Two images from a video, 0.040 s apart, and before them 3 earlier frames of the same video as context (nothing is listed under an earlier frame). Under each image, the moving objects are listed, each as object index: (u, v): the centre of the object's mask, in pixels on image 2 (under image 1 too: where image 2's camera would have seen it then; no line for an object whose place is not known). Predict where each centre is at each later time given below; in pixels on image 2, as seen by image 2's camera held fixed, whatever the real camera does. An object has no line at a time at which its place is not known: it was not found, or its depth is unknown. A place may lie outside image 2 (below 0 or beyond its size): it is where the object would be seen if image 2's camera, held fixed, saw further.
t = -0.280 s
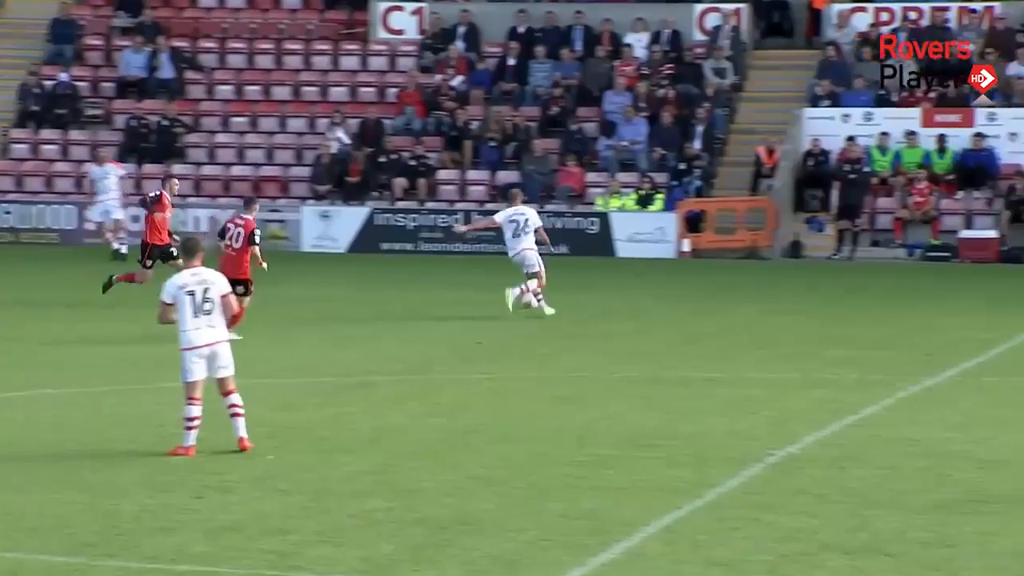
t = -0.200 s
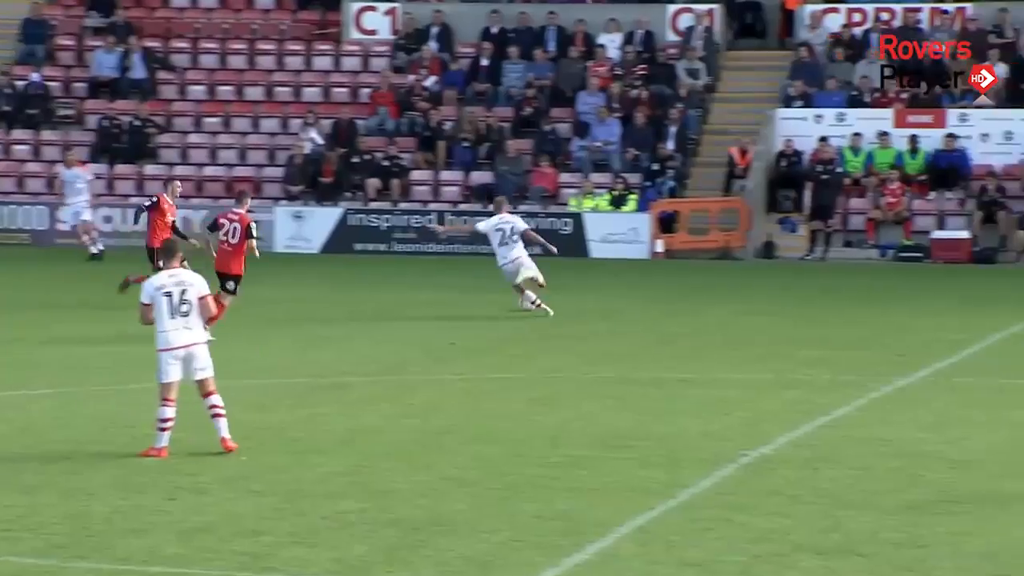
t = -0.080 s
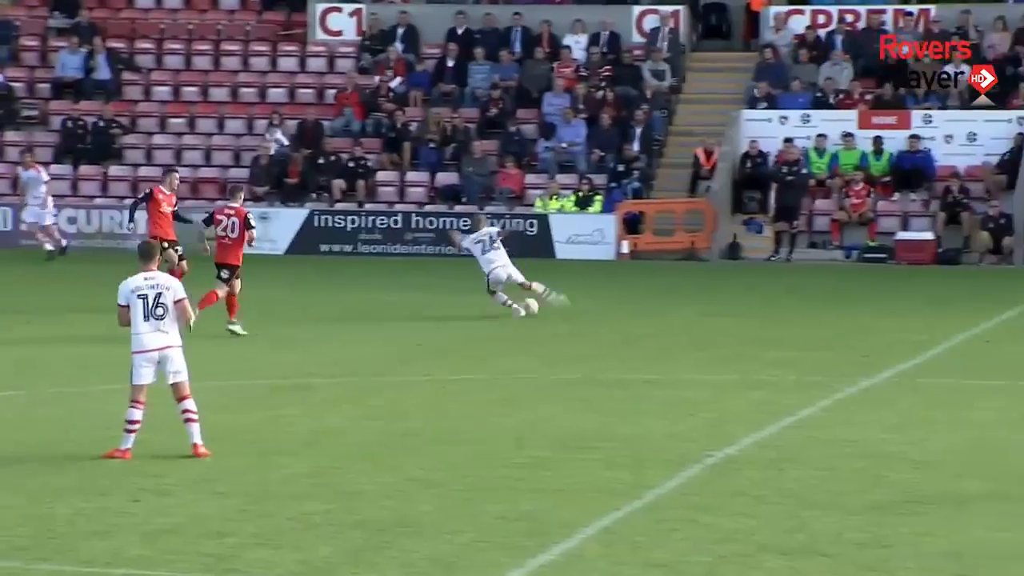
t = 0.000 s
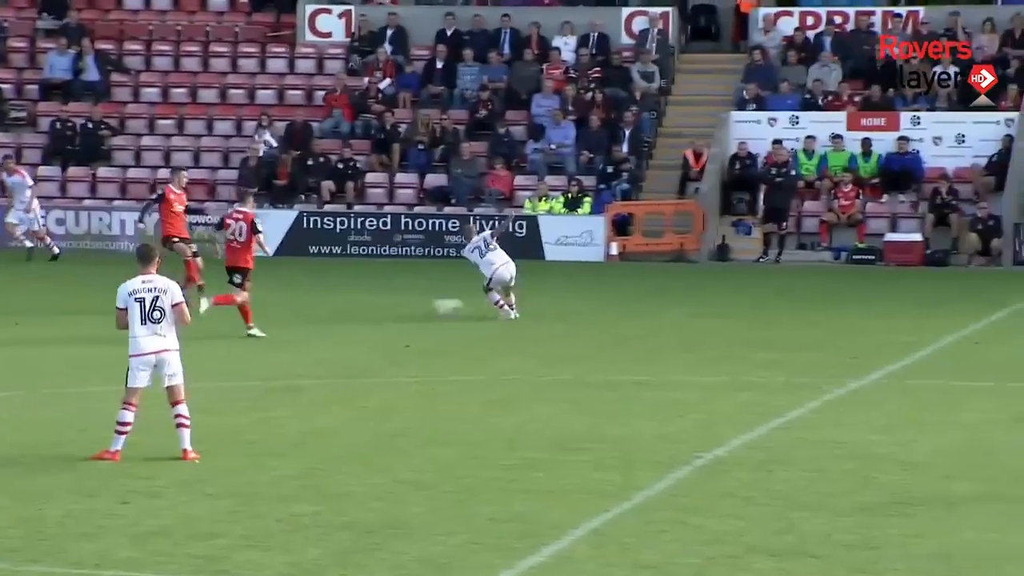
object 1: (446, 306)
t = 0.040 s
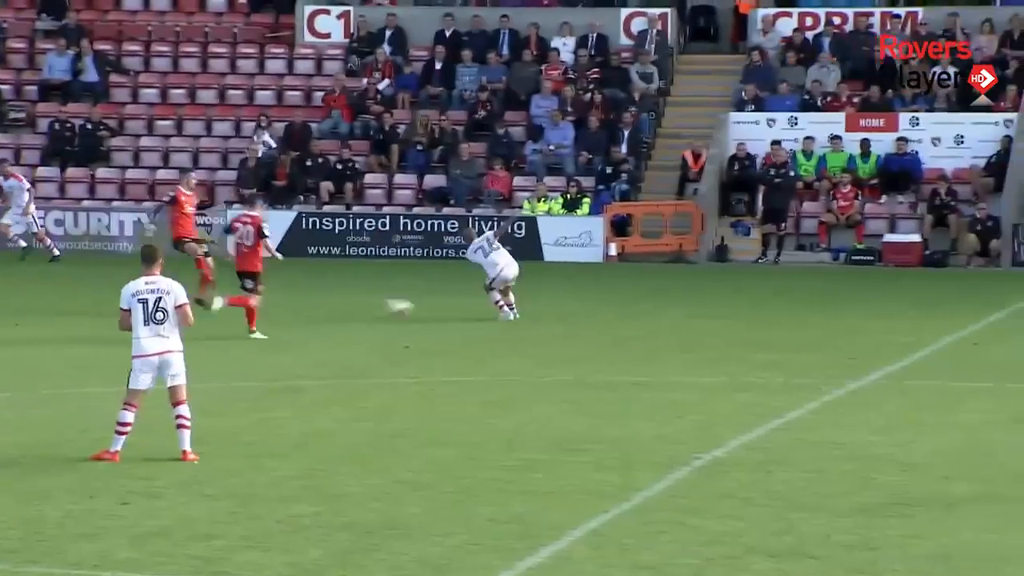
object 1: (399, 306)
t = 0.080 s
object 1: (353, 307)
